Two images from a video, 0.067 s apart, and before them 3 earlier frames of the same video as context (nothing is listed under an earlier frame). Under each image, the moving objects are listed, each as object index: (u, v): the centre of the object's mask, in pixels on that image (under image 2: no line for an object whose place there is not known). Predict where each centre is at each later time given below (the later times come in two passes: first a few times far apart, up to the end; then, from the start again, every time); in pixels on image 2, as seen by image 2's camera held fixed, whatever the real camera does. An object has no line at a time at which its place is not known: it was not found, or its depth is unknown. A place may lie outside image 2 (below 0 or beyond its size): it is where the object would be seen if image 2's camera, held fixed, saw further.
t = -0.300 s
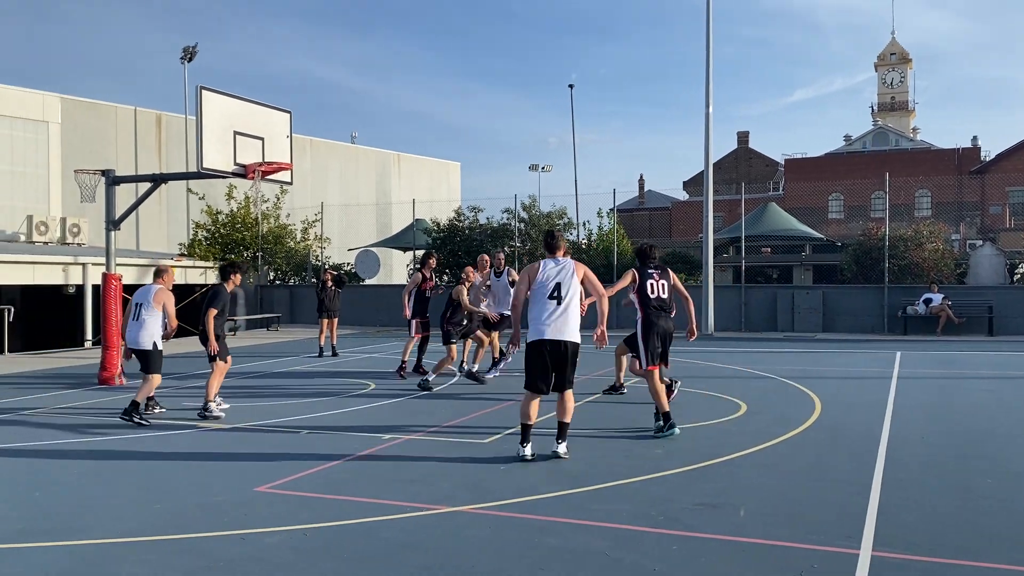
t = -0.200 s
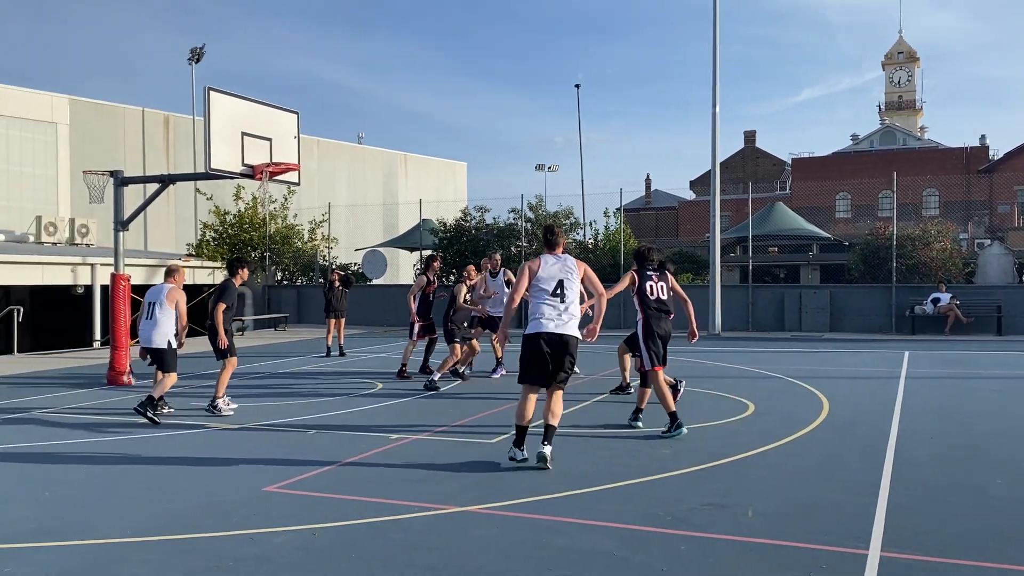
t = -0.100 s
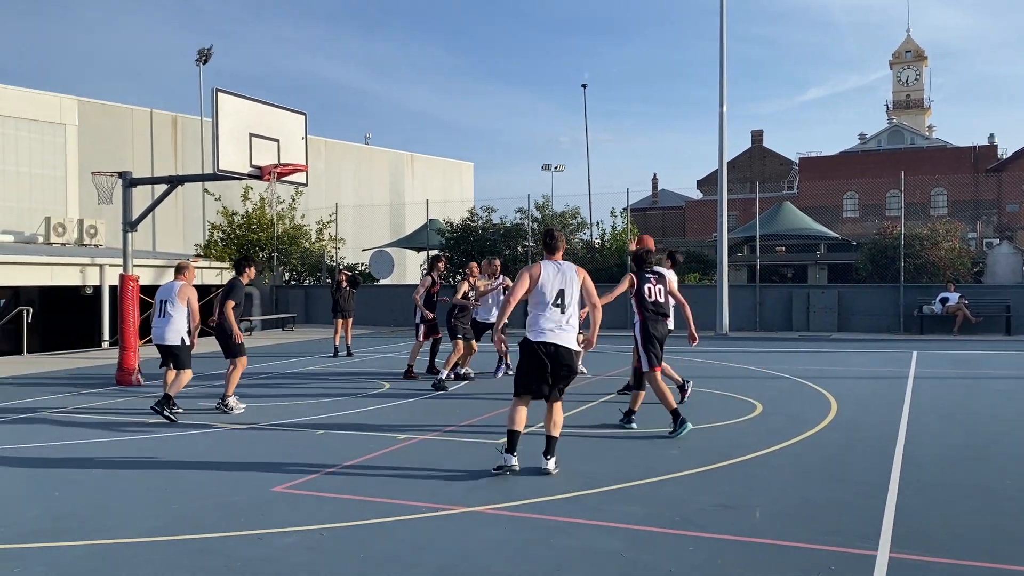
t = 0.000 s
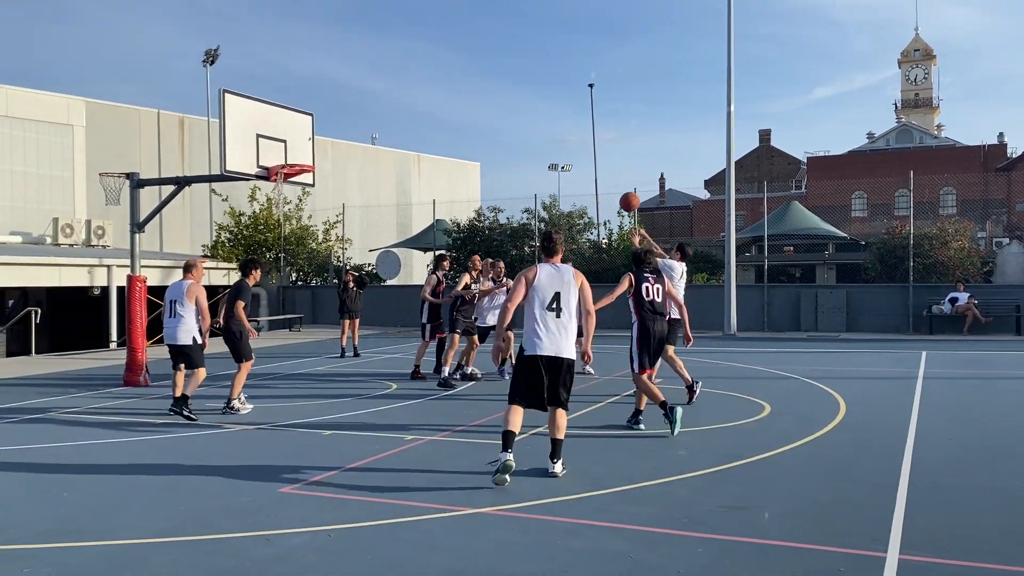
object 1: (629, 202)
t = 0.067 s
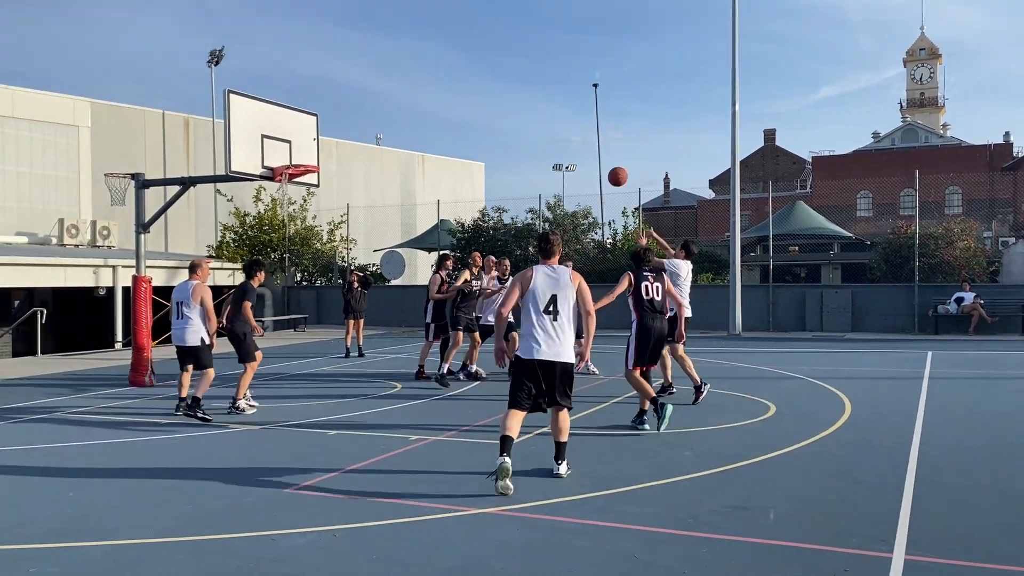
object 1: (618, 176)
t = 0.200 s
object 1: (586, 138)
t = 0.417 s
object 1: (538, 109)
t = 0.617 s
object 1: (495, 115)
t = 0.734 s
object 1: (472, 131)
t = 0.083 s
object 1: (614, 171)
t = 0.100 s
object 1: (610, 165)
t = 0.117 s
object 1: (606, 160)
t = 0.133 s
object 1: (602, 155)
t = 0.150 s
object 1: (598, 151)
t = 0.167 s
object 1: (594, 146)
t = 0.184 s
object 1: (590, 142)
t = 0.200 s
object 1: (586, 138)
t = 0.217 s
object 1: (582, 135)
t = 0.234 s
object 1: (578, 131)
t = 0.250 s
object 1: (575, 128)
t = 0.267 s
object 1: (571, 125)
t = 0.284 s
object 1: (567, 123)
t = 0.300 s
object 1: (563, 120)
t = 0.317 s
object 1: (559, 118)
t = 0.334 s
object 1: (556, 116)
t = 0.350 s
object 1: (552, 114)
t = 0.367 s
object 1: (548, 113)
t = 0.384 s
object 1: (545, 111)
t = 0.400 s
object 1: (541, 110)
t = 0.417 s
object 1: (538, 109)
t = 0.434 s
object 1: (534, 109)
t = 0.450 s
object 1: (530, 108)
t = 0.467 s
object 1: (527, 108)
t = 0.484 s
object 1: (523, 108)
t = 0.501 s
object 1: (519, 108)
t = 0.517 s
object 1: (516, 108)
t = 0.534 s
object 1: (512, 109)
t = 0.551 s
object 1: (509, 110)
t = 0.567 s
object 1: (505, 111)
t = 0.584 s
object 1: (502, 112)
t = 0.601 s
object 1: (499, 113)
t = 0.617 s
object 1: (495, 115)
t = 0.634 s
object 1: (492, 117)
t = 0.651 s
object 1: (489, 118)
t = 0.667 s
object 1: (485, 121)
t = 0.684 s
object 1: (482, 123)
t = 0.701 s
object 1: (479, 125)
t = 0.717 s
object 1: (475, 128)
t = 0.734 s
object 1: (472, 131)
